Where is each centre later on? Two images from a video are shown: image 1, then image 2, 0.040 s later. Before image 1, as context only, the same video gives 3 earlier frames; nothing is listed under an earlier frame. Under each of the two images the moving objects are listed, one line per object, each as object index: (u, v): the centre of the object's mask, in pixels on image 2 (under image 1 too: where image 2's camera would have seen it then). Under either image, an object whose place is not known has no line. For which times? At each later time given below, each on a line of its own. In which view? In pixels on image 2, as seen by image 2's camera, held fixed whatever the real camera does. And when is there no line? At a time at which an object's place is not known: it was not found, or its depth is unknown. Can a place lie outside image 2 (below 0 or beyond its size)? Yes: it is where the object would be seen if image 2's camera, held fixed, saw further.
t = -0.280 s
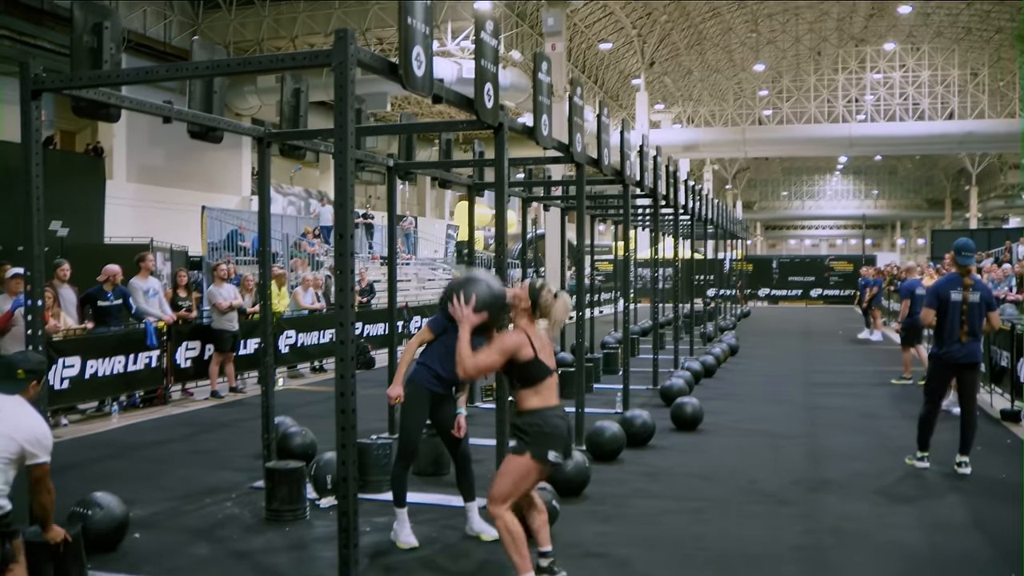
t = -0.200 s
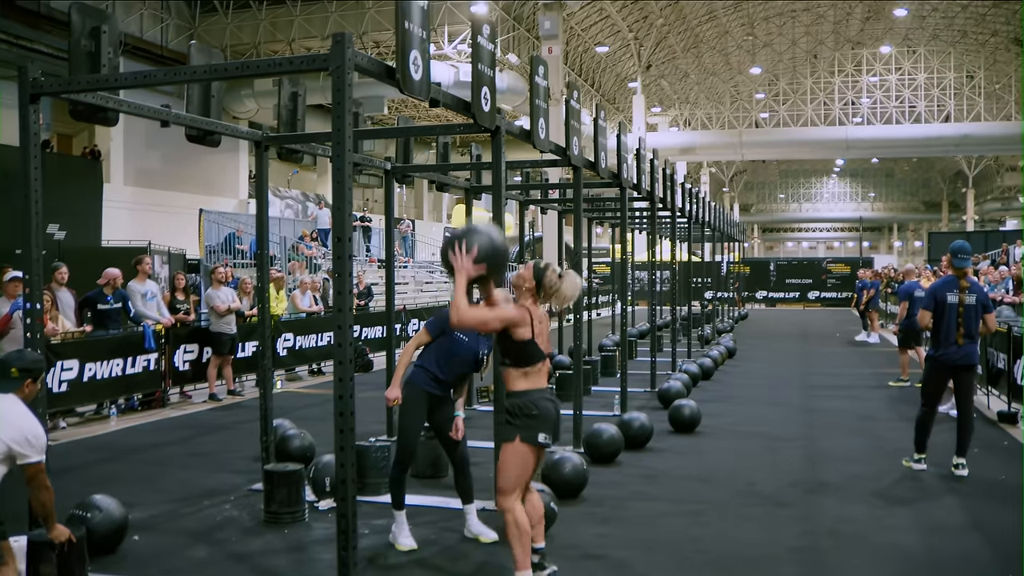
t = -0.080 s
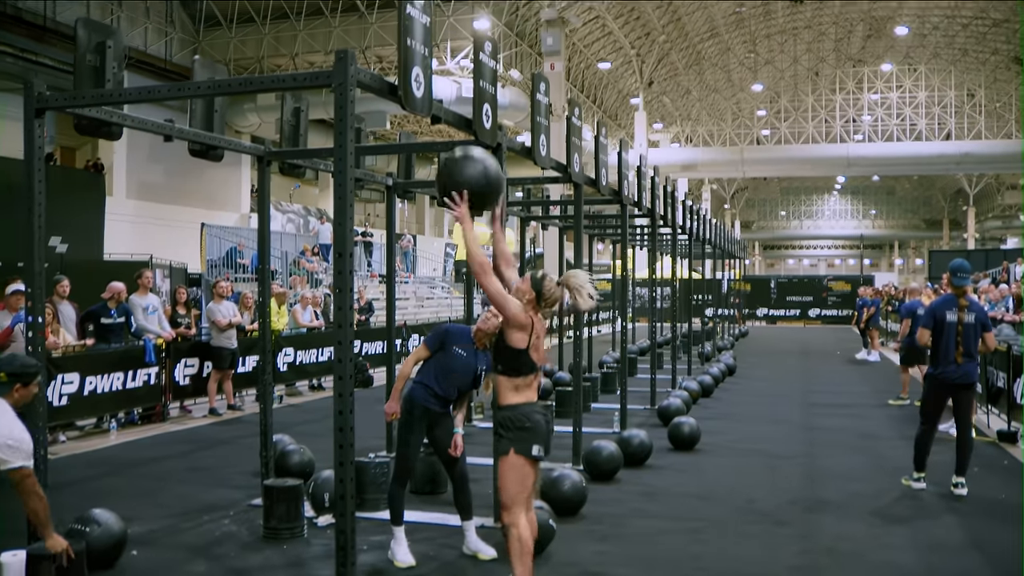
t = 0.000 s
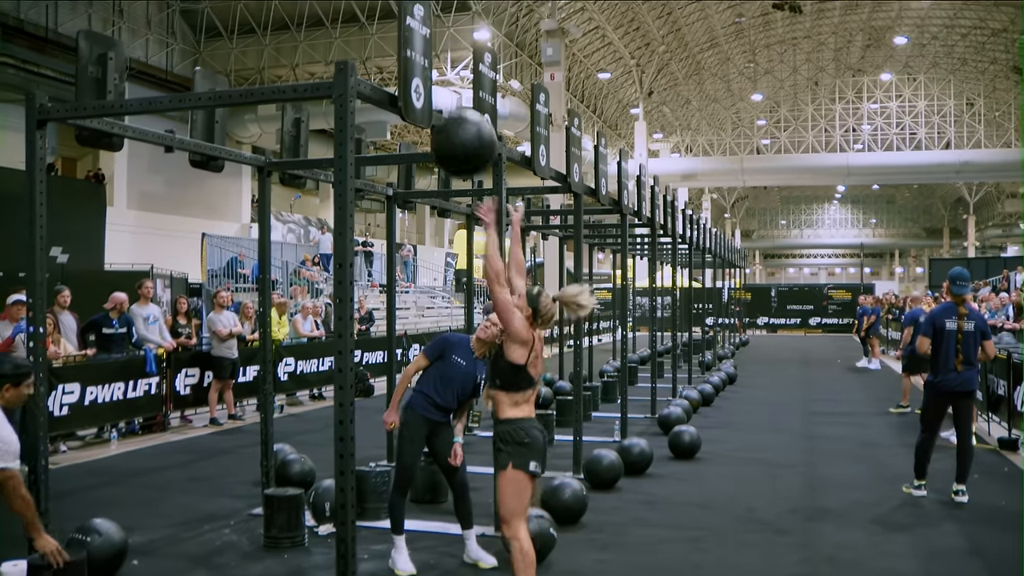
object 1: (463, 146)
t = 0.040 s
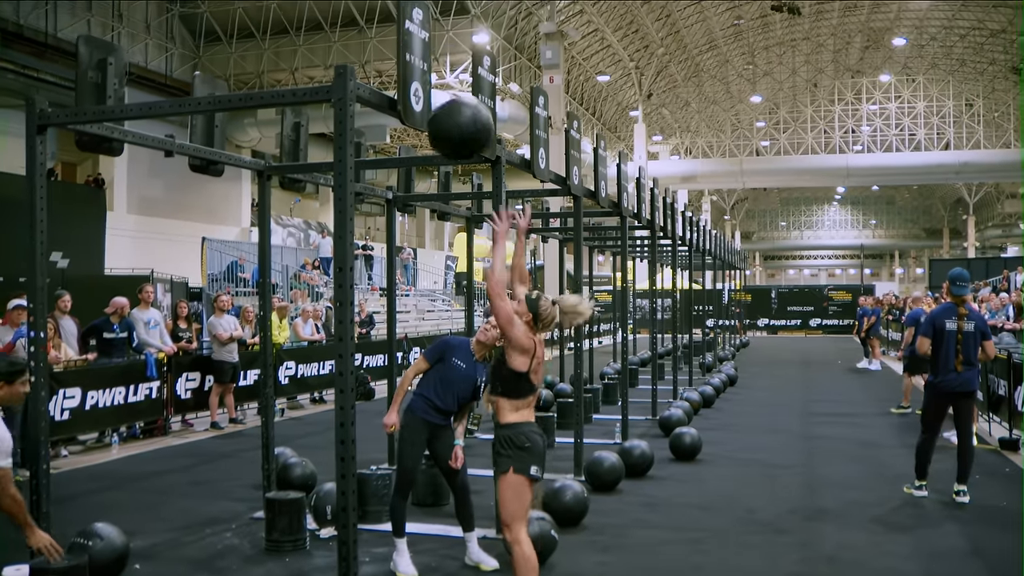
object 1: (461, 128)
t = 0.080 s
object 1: (458, 113)
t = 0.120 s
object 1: (455, 100)
